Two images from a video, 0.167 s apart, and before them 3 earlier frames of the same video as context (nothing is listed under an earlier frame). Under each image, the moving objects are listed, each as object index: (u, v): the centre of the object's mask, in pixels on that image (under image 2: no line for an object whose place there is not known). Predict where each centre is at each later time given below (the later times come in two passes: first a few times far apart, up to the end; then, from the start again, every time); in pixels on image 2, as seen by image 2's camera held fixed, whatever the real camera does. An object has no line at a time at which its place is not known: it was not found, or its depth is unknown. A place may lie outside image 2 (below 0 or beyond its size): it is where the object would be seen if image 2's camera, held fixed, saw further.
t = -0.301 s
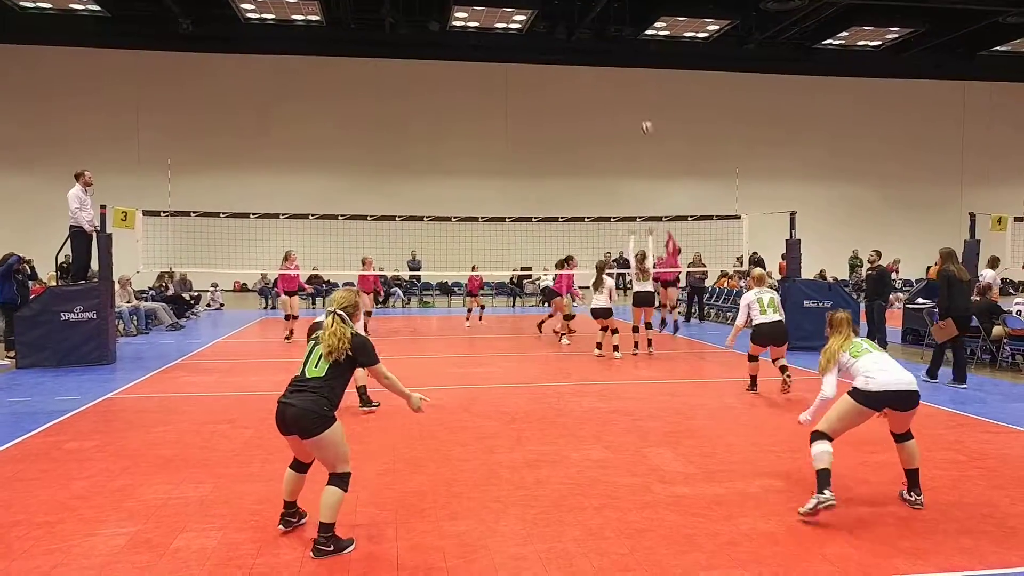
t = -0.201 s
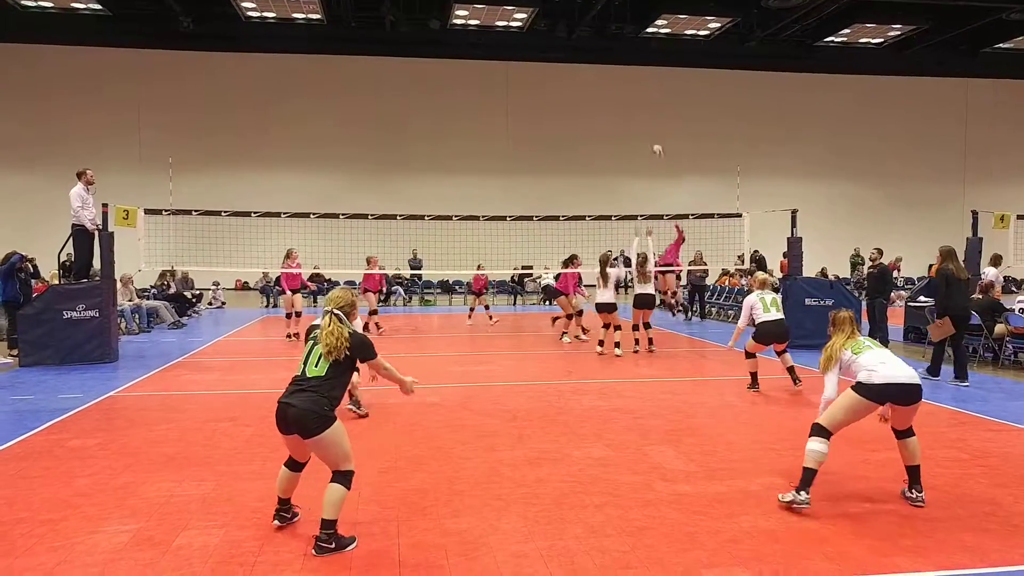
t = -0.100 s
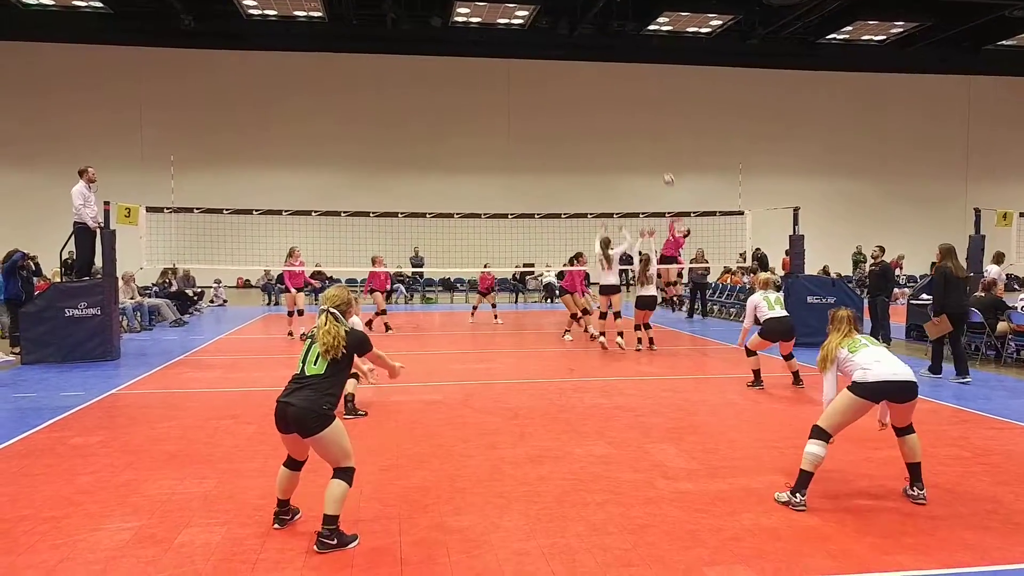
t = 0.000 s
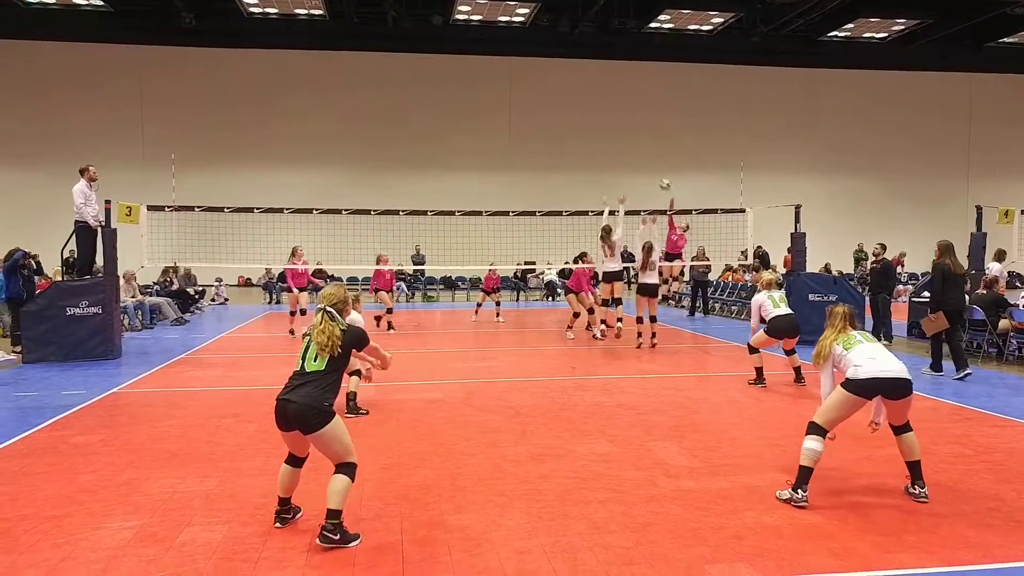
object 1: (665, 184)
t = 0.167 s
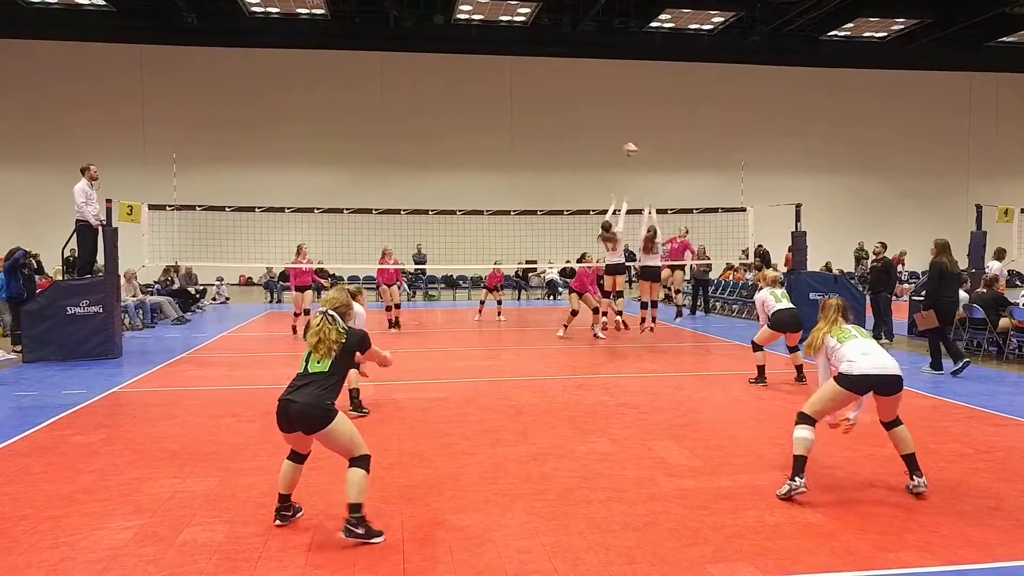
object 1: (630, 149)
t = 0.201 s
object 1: (623, 144)
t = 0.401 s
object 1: (566, 117)
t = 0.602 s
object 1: (483, 117)
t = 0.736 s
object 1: (408, 139)
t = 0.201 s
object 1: (623, 144)
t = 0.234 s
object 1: (614, 138)
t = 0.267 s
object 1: (605, 132)
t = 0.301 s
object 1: (596, 129)
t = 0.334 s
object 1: (587, 124)
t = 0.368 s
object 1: (576, 120)
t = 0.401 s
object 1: (566, 117)
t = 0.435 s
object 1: (554, 115)
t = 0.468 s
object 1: (542, 113)
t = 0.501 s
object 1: (528, 113)
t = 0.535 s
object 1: (513, 113)
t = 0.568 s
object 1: (498, 115)
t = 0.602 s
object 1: (483, 117)
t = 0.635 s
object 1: (466, 120)
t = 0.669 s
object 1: (449, 125)
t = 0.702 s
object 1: (429, 131)
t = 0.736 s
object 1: (408, 139)
